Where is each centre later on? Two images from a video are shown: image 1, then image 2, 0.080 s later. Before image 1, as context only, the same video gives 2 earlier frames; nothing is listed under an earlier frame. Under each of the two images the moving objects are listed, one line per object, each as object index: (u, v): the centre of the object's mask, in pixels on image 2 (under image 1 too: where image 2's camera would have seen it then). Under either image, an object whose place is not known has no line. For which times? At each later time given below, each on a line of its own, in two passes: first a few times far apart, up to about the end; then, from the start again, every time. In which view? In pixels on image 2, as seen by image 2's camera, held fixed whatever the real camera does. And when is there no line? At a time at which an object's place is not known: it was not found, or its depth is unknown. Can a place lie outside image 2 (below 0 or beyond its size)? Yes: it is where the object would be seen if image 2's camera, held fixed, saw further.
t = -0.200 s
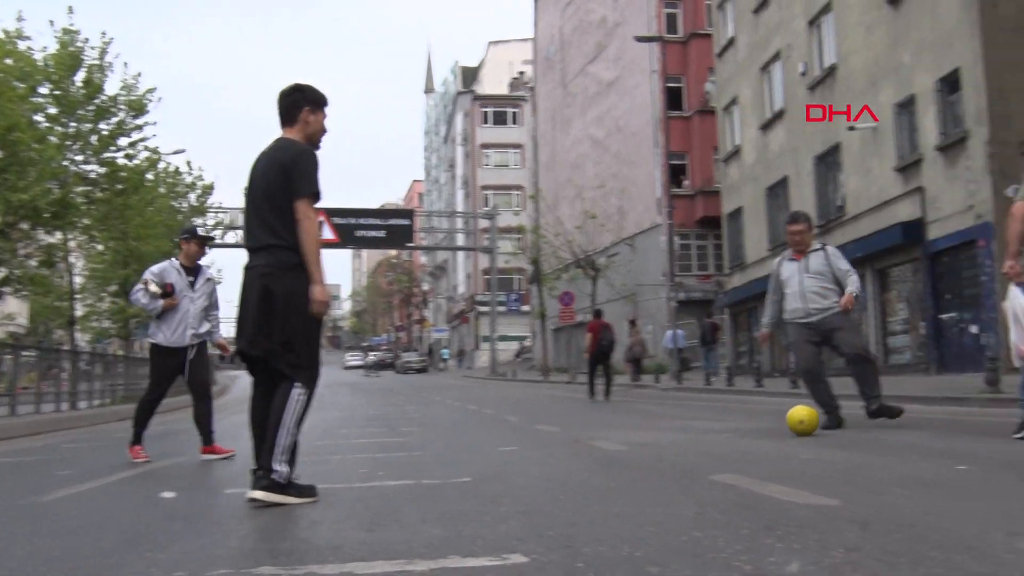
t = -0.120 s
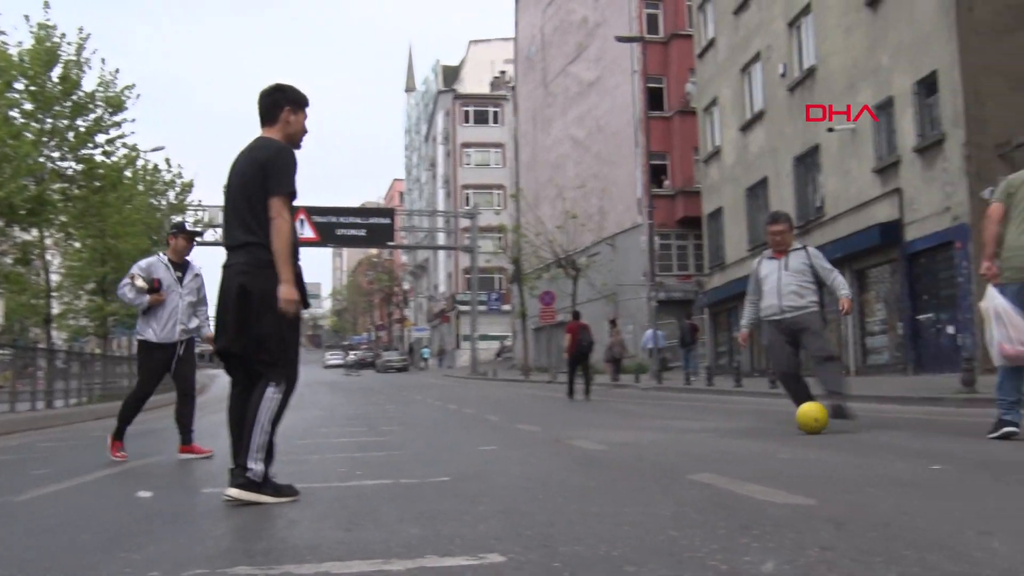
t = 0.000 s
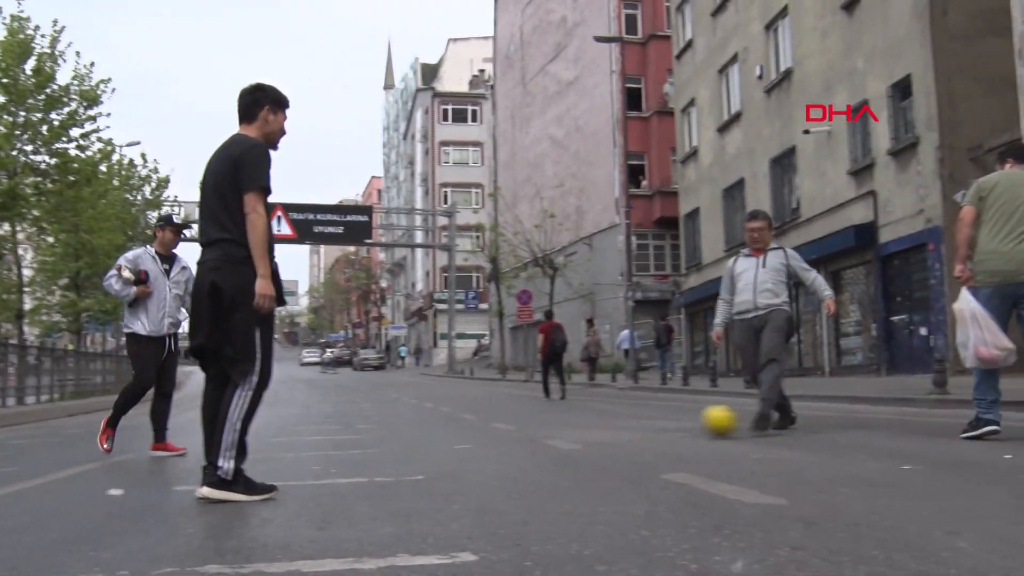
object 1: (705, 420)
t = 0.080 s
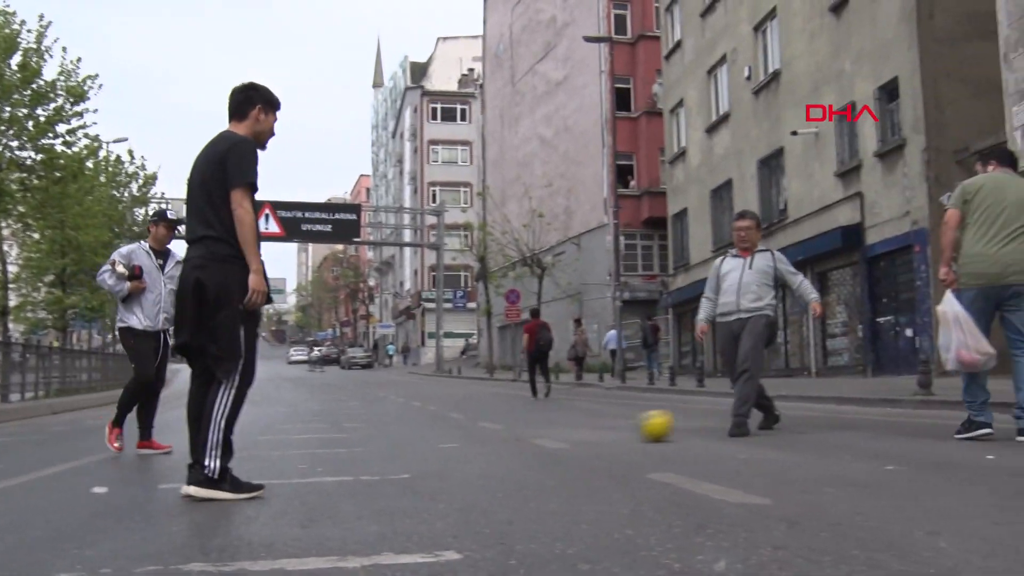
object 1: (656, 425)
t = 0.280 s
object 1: (552, 431)
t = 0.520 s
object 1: (438, 439)
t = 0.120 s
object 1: (633, 426)
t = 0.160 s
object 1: (611, 426)
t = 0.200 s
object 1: (590, 429)
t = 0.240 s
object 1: (571, 429)
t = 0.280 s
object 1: (552, 431)
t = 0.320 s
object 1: (534, 432)
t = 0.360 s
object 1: (513, 434)
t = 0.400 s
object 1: (494, 434)
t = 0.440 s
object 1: (476, 436)
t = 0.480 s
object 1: (457, 438)
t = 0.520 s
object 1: (438, 439)
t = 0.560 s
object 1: (417, 440)
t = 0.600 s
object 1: (398, 441)
